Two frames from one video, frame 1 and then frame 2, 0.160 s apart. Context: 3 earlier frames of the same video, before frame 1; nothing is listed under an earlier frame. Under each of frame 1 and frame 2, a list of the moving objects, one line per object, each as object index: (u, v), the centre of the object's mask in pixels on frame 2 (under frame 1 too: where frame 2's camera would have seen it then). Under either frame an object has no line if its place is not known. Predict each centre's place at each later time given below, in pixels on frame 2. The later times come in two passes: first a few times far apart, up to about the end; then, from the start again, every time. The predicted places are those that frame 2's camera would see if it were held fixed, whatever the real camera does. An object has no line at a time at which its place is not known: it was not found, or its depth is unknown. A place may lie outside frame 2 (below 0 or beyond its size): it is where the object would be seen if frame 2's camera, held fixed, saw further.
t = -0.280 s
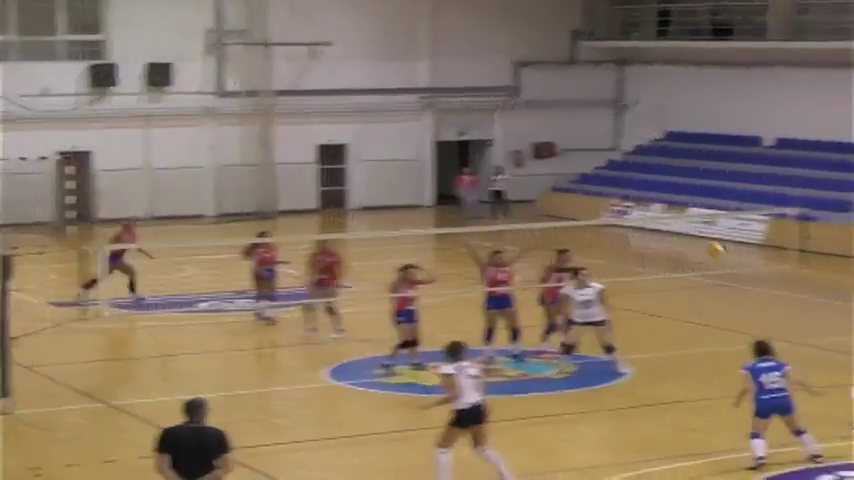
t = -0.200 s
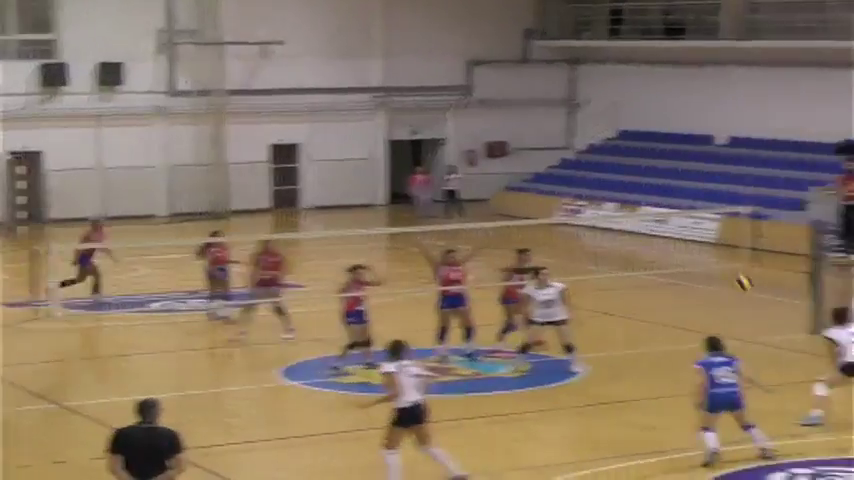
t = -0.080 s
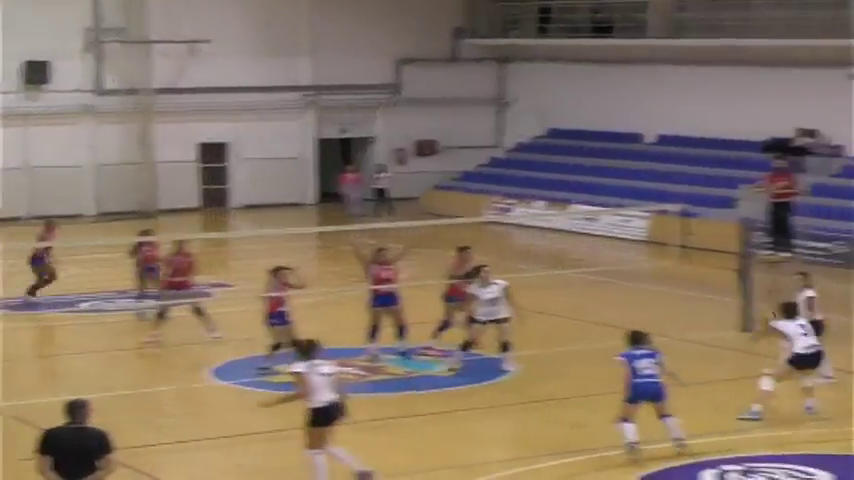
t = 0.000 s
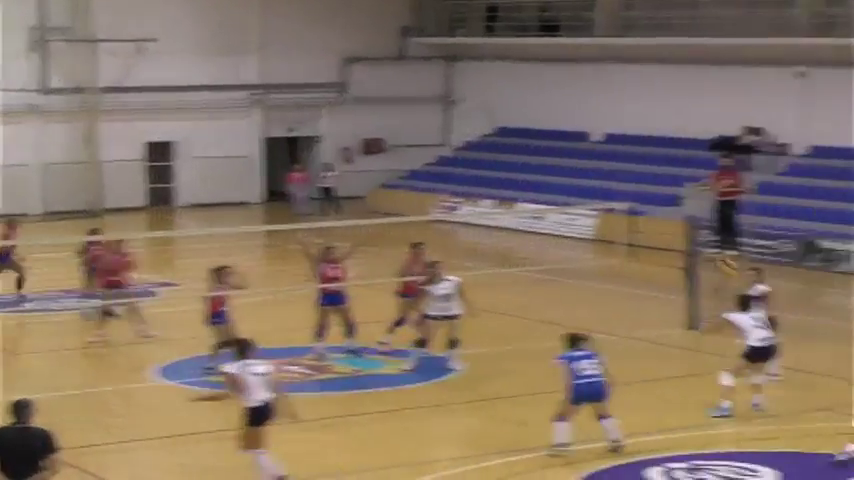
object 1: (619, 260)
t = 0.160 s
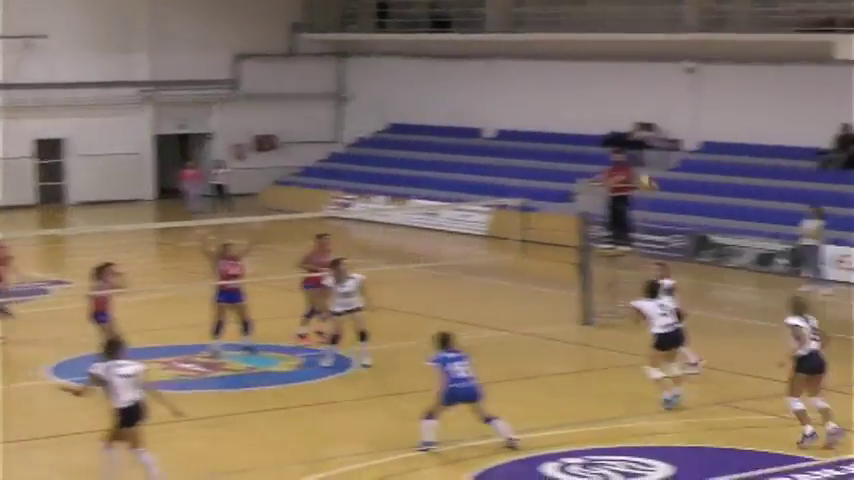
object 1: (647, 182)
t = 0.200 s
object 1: (653, 165)
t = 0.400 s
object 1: (687, 104)
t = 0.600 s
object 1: (719, 68)
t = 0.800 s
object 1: (751, 62)
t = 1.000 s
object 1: (781, 83)
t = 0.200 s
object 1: (653, 165)
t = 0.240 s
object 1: (662, 152)
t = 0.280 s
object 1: (667, 138)
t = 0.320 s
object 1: (675, 126)
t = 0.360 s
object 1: (680, 114)
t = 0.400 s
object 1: (687, 104)
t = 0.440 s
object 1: (695, 94)
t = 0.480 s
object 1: (699, 86)
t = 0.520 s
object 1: (707, 79)
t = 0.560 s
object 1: (713, 73)
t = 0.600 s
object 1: (719, 68)
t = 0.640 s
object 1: (724, 65)
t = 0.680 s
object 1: (732, 62)
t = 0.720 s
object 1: (738, 61)
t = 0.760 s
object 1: (744, 61)
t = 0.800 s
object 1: (751, 62)
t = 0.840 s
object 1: (758, 64)
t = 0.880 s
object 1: (763, 67)
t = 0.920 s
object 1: (770, 72)
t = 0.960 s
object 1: (776, 76)
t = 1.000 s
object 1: (781, 83)
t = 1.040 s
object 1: (786, 90)
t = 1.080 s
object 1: (792, 98)
